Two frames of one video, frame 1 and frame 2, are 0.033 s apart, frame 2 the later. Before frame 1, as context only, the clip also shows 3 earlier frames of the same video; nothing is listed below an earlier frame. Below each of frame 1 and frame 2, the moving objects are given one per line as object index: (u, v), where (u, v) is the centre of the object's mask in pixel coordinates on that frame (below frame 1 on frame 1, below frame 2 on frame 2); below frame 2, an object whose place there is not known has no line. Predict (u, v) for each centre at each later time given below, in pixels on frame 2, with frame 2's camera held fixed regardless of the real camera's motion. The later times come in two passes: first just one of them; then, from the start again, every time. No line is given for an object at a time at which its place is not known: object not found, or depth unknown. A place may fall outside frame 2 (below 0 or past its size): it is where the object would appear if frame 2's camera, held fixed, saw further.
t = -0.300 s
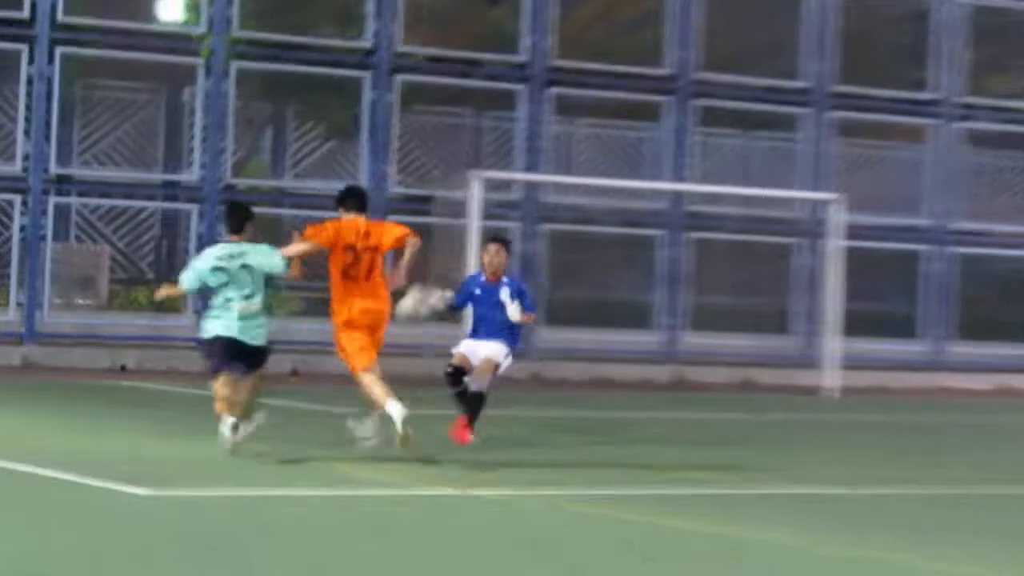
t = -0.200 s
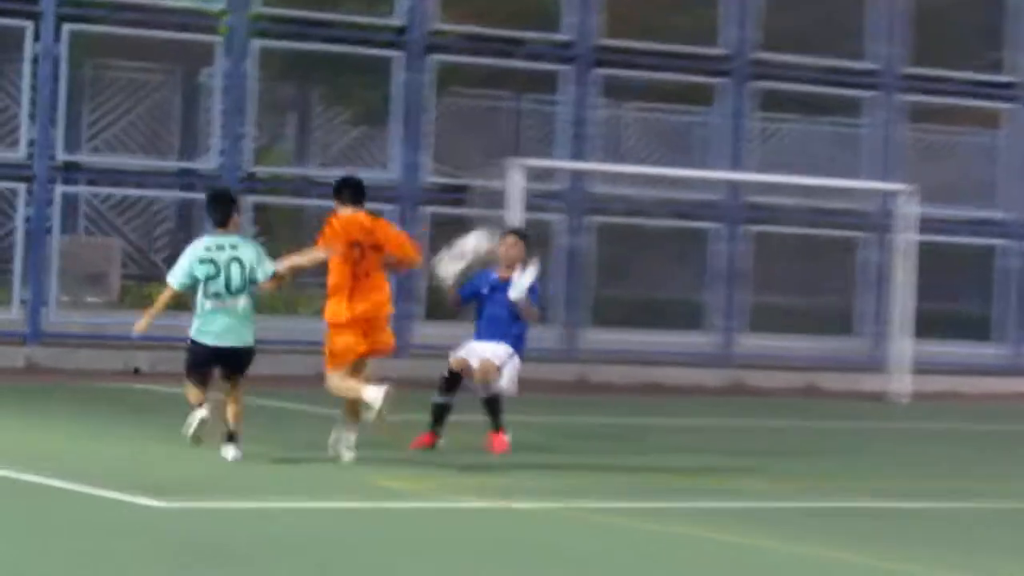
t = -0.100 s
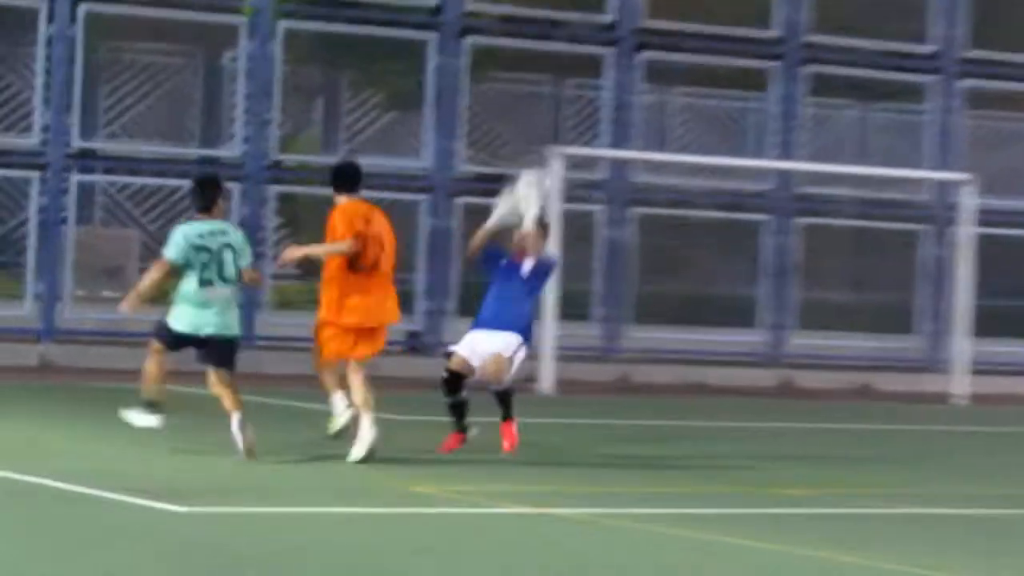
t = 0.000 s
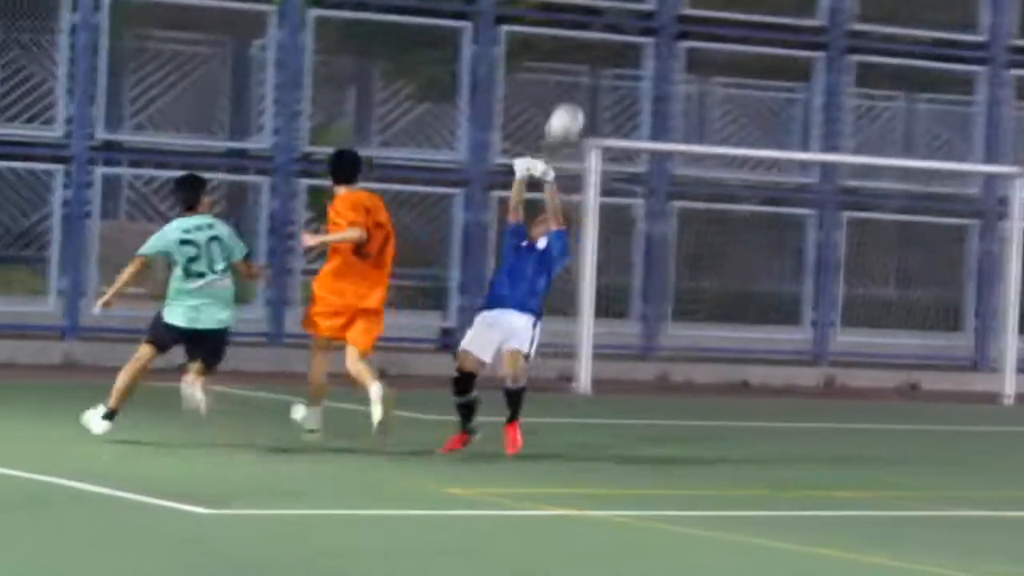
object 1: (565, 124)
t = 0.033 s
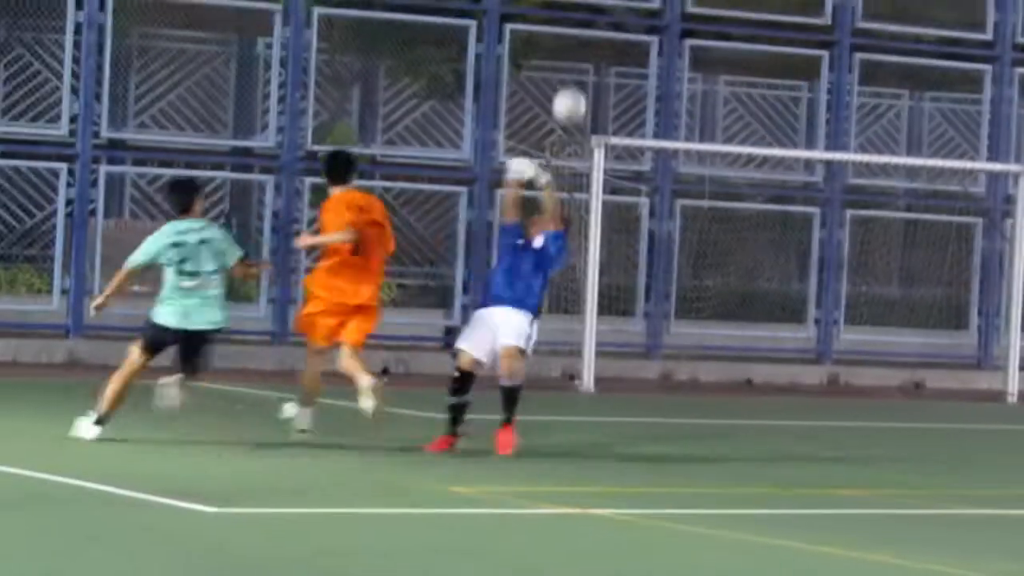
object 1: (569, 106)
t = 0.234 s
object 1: (565, 57)
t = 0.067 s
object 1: (568, 93)
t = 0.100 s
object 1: (567, 82)
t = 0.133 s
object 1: (566, 72)
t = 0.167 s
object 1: (566, 65)
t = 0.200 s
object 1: (565, 61)
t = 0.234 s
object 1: (565, 57)
